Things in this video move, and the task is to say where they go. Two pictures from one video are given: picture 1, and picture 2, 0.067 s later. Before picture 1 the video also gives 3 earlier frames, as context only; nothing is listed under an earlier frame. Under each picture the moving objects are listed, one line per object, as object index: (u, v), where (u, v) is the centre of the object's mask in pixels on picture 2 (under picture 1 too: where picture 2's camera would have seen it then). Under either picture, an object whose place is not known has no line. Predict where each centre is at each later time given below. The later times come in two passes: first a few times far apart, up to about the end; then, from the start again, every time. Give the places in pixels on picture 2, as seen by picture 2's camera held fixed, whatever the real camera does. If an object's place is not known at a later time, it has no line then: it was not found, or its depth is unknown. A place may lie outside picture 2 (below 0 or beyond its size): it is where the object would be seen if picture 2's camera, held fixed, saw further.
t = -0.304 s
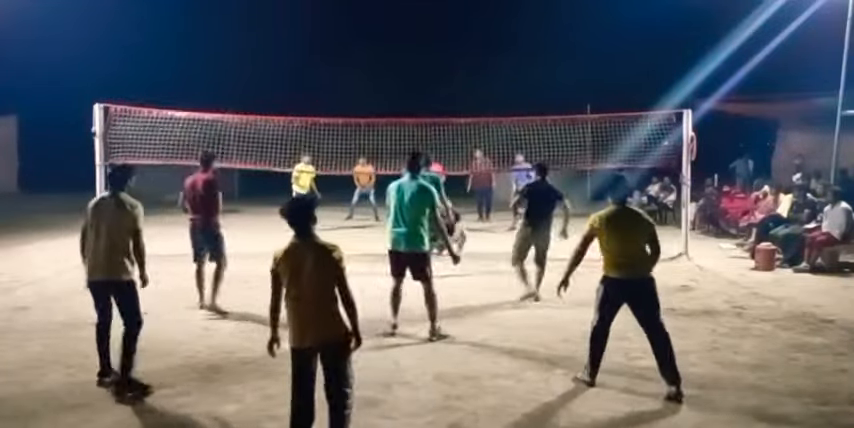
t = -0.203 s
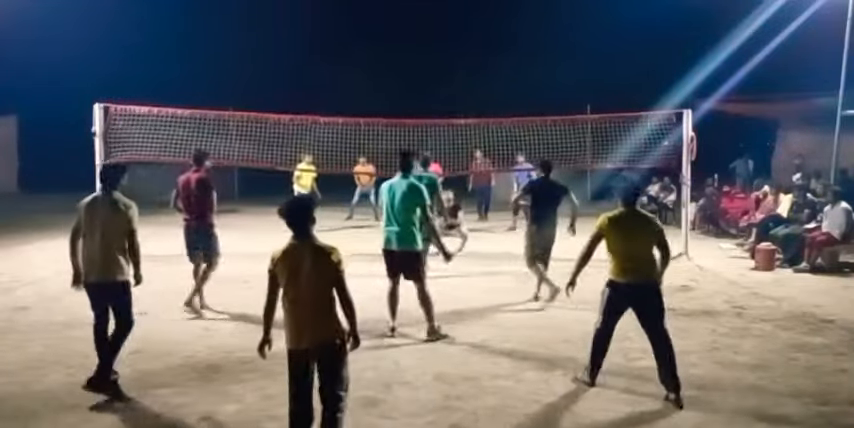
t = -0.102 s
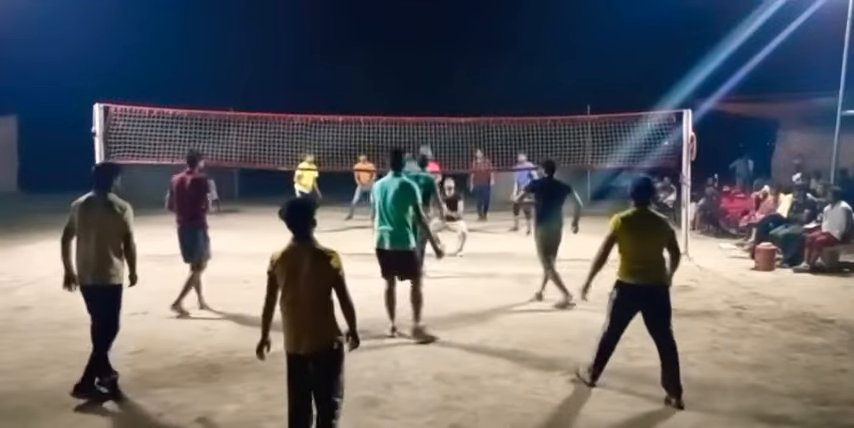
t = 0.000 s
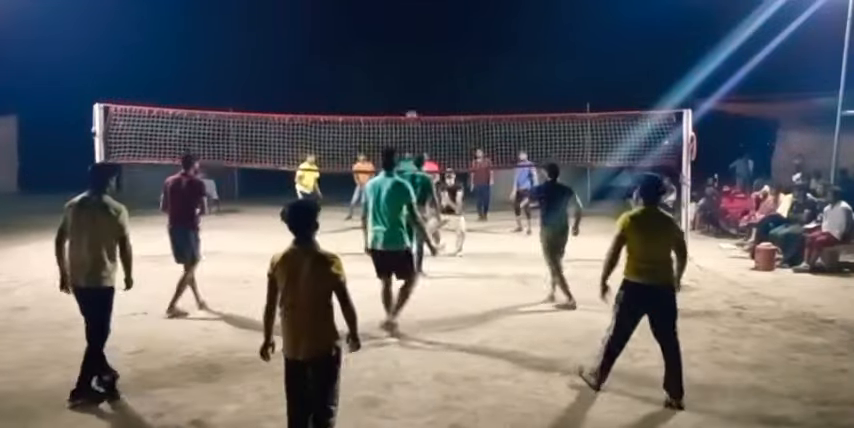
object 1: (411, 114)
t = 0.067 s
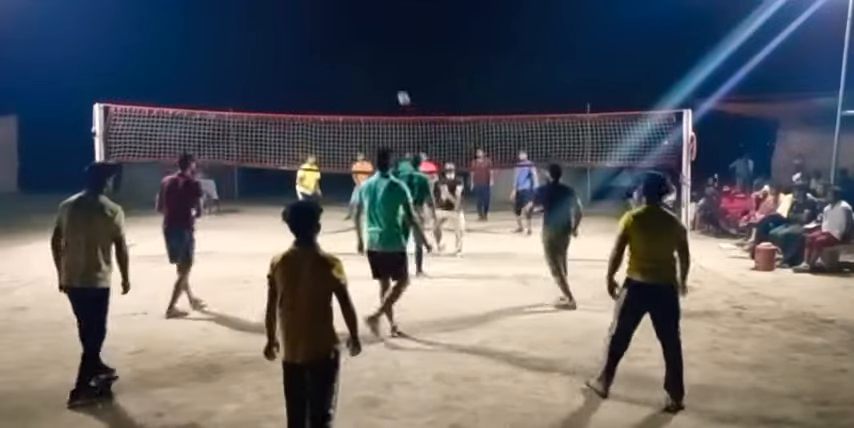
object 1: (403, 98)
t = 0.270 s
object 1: (378, 56)
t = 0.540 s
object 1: (343, 37)
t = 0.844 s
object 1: (307, 66)
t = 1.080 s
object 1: (283, 123)
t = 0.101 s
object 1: (399, 89)
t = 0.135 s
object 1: (394, 81)
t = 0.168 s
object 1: (390, 74)
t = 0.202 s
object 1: (386, 67)
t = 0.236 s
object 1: (382, 60)
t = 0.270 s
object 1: (378, 56)
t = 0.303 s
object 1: (373, 51)
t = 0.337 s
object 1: (368, 47)
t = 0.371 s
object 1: (364, 43)
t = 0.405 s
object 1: (360, 41)
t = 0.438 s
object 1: (356, 39)
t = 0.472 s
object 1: (351, 38)
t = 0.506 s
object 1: (347, 37)
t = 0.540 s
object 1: (343, 37)
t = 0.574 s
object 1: (339, 38)
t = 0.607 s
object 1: (335, 39)
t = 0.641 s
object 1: (331, 41)
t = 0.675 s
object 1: (327, 44)
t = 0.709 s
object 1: (323, 47)
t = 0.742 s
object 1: (319, 51)
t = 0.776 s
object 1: (315, 55)
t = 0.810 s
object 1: (311, 60)
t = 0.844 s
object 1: (307, 66)
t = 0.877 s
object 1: (304, 72)
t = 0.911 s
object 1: (300, 79)
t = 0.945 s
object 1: (297, 87)
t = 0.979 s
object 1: (294, 94)
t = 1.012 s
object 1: (290, 102)
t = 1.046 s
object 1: (287, 110)
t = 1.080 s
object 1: (283, 123)
